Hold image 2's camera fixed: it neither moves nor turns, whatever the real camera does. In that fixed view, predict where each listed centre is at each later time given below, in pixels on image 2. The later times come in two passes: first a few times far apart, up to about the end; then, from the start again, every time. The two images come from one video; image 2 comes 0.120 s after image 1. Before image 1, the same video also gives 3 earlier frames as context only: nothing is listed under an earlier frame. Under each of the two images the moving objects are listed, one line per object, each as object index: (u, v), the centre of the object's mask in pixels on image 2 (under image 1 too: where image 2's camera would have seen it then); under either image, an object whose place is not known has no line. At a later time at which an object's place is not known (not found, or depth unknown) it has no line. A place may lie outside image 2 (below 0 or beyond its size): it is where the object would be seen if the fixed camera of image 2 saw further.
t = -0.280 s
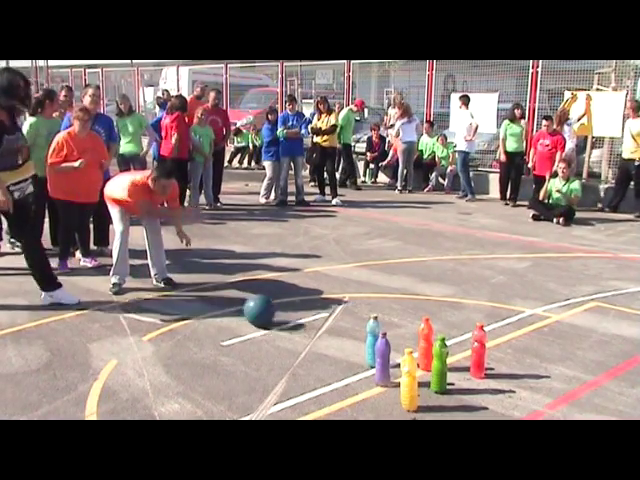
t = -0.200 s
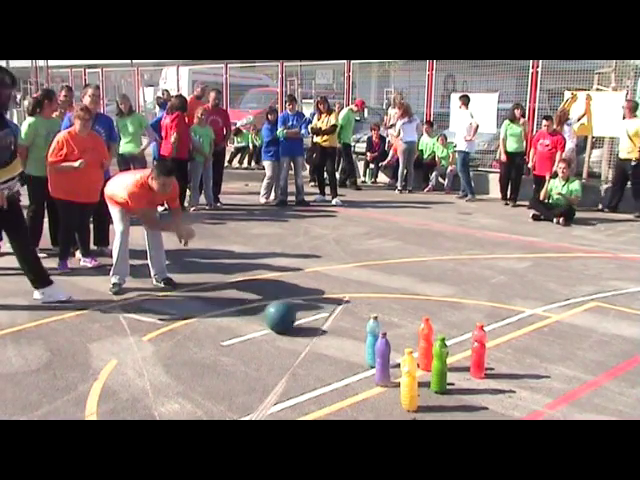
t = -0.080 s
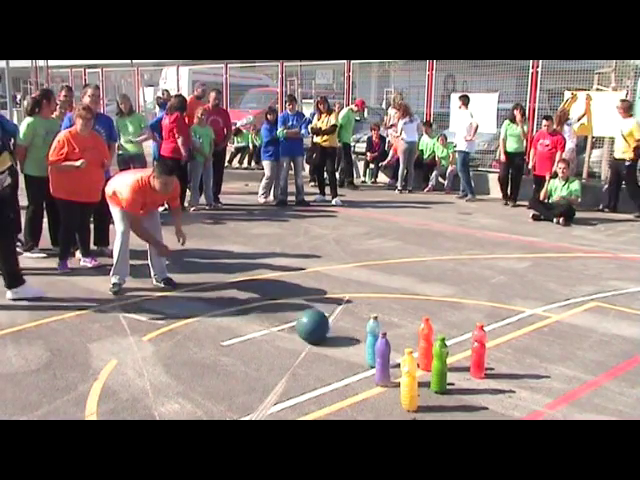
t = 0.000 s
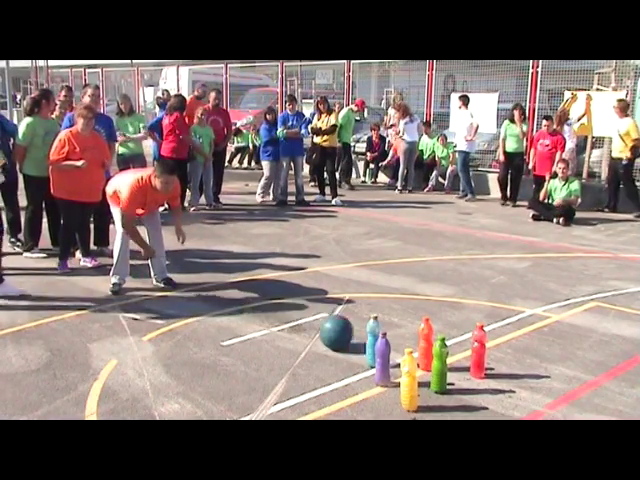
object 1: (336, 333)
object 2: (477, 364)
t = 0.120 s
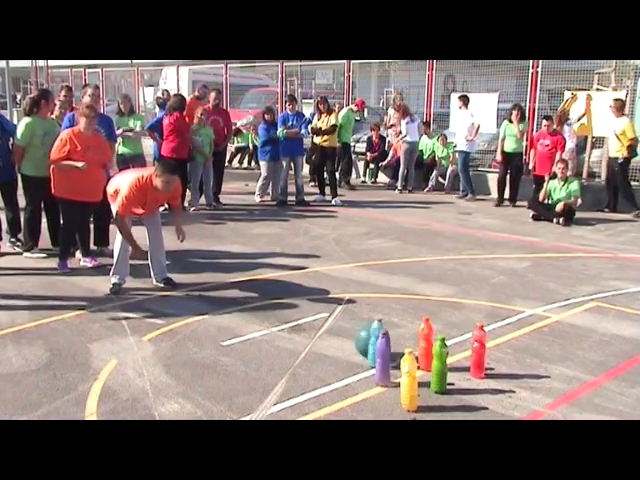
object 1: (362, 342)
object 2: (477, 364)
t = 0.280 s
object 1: (410, 340)
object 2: (477, 364)
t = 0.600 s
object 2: (483, 360)
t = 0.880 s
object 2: (506, 373)
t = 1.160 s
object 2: (524, 381)
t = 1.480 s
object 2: (520, 381)
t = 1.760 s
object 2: (519, 379)
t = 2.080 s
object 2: (521, 379)
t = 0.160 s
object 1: (376, 340)
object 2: (477, 364)
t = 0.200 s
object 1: (398, 342)
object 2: (477, 364)
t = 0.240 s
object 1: (408, 339)
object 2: (477, 364)
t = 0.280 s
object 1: (410, 340)
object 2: (477, 364)
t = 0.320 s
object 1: (417, 343)
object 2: (477, 363)
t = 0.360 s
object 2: (477, 363)
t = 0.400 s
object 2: (479, 362)
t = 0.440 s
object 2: (478, 358)
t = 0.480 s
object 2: (478, 358)
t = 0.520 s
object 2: (477, 359)
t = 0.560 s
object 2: (478, 359)
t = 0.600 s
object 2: (483, 360)
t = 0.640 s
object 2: (486, 362)
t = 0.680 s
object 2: (490, 364)
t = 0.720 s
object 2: (497, 366)
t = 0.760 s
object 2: (499, 371)
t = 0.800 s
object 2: (501, 372)
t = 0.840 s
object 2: (503, 372)
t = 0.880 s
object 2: (506, 373)
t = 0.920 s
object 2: (520, 379)
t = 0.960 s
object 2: (523, 380)
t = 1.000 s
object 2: (510, 374)
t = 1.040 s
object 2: (510, 375)
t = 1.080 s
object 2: (524, 381)
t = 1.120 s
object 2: (524, 381)
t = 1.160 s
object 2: (524, 381)
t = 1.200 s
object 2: (523, 381)
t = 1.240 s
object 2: (523, 381)
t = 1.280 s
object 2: (509, 376)
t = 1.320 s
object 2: (521, 381)
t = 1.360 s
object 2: (521, 381)
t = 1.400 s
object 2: (521, 381)
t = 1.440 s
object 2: (521, 381)
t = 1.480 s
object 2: (520, 381)
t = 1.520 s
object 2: (520, 380)
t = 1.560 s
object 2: (519, 380)
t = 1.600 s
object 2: (519, 380)
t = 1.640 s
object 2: (518, 379)
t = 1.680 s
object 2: (518, 379)
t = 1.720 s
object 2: (518, 379)
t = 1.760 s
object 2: (519, 379)
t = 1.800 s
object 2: (519, 379)
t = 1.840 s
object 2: (519, 379)
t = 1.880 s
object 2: (519, 379)
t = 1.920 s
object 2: (519, 379)
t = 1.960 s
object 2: (519, 379)
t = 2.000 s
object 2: (520, 379)
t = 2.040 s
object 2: (520, 379)
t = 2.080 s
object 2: (521, 379)
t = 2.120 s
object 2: (521, 379)
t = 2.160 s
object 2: (521, 379)
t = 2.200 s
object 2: (521, 379)
